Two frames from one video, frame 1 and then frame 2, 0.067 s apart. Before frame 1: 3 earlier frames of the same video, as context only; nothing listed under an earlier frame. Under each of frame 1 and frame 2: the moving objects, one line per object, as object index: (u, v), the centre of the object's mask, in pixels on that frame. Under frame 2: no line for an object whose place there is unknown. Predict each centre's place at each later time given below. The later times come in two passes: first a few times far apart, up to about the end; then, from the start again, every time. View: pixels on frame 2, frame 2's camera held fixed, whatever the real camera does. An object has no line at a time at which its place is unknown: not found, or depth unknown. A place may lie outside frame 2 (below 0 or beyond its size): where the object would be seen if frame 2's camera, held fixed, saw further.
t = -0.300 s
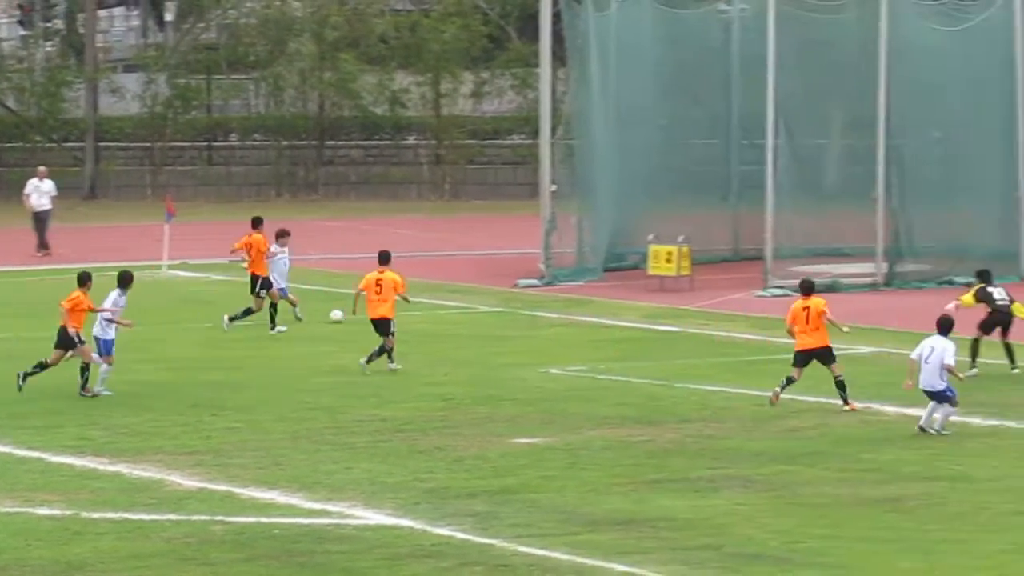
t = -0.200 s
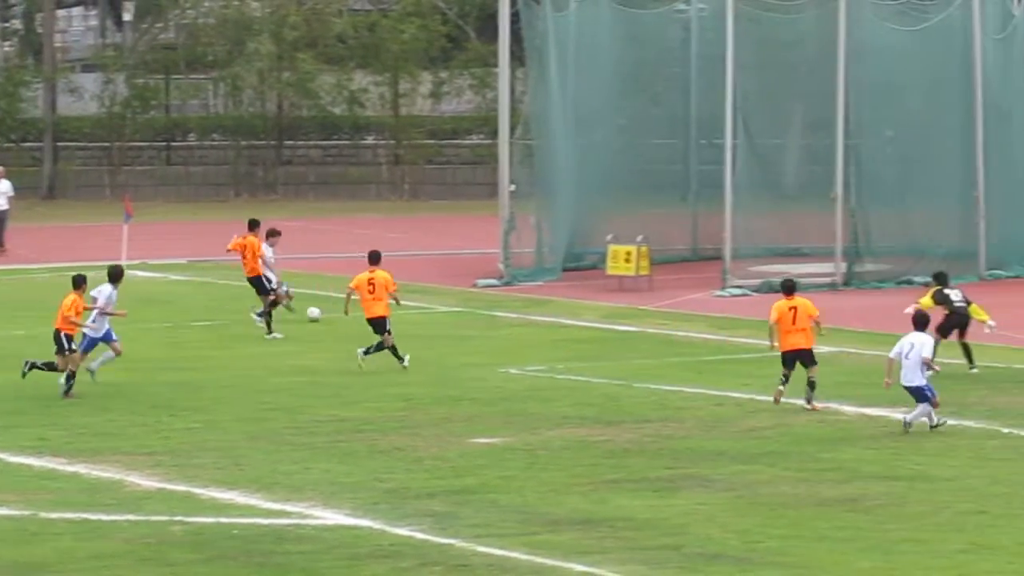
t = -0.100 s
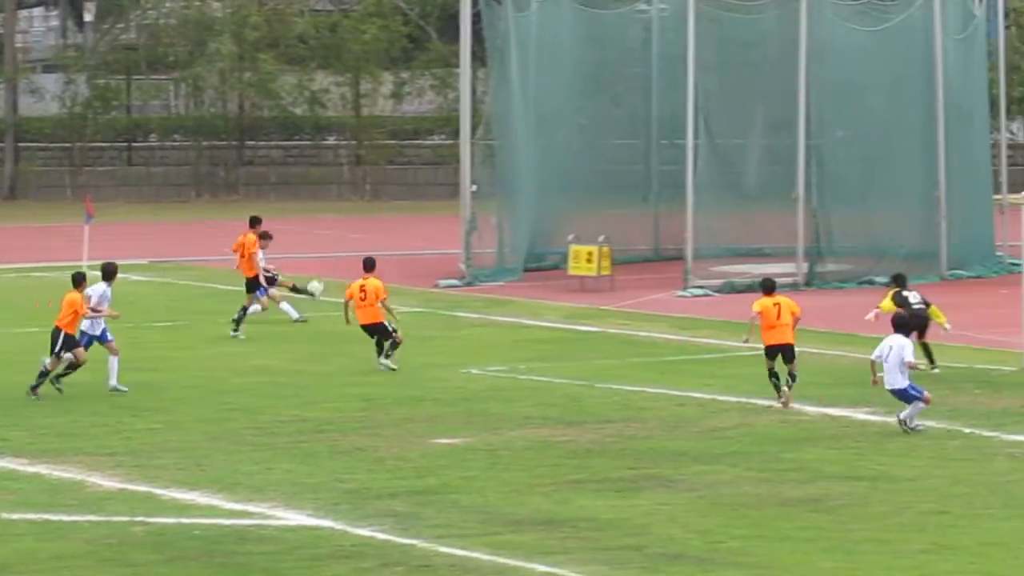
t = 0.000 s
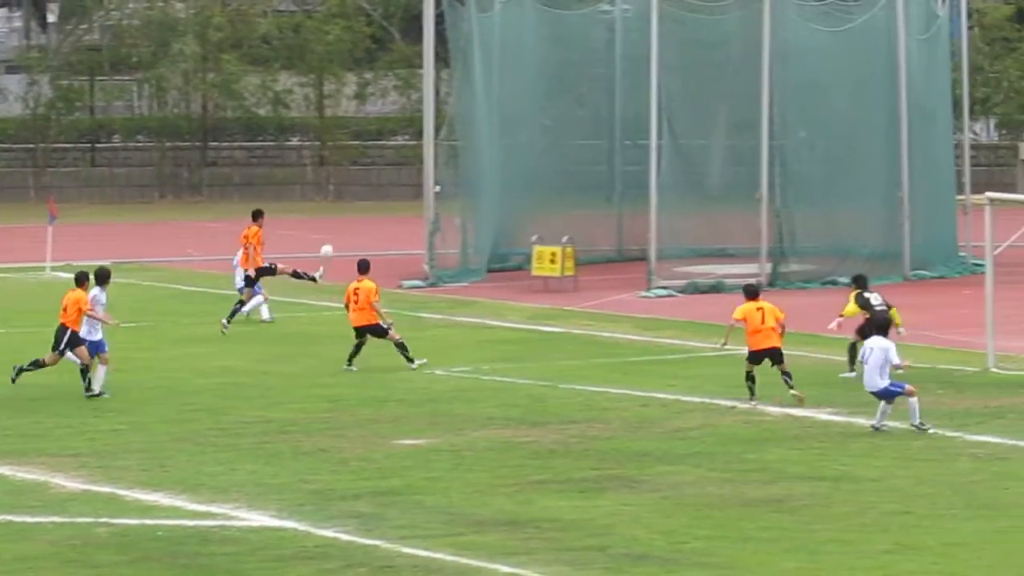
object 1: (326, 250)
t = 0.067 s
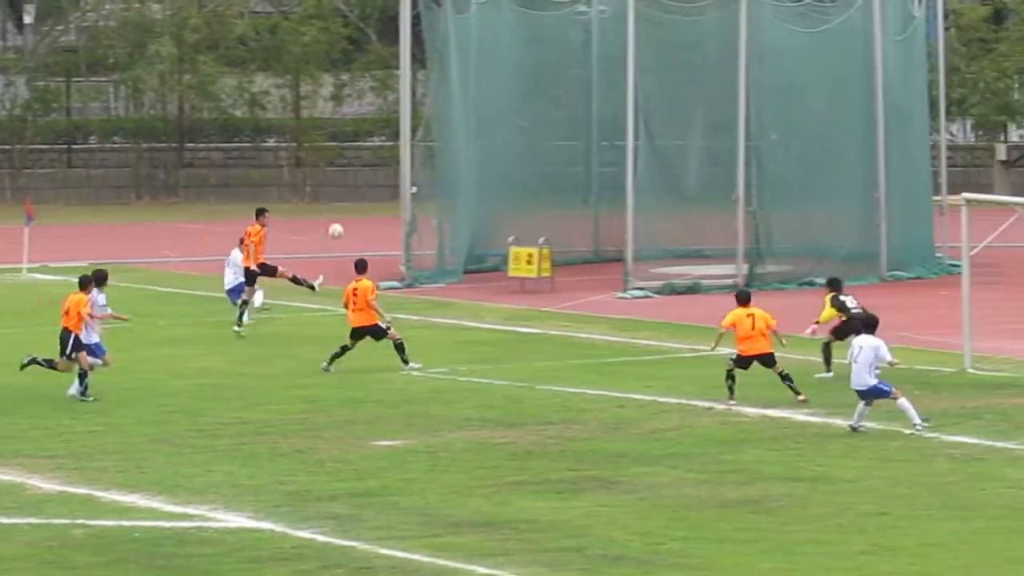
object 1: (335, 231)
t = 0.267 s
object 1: (426, 177)
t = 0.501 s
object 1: (528, 139)
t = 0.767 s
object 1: (643, 135)
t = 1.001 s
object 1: (742, 171)
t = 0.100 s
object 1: (351, 220)
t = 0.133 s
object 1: (366, 210)
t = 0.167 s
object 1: (381, 200)
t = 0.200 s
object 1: (396, 192)
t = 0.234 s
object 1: (411, 183)
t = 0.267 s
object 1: (426, 177)
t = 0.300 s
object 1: (440, 169)
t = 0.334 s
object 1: (455, 162)
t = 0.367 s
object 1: (470, 157)
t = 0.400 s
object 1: (484, 152)
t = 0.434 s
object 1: (499, 147)
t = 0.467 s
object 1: (514, 143)
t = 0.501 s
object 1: (528, 139)
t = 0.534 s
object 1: (542, 136)
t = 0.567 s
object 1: (556, 134)
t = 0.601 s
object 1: (571, 133)
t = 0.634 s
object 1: (585, 132)
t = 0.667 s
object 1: (600, 132)
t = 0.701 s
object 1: (614, 132)
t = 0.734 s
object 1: (628, 133)
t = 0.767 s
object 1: (643, 135)
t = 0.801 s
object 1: (657, 138)
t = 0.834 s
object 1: (671, 142)
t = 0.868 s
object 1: (685, 146)
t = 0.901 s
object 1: (699, 150)
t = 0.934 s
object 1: (714, 157)
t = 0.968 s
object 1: (728, 163)
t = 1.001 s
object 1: (742, 171)
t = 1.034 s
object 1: (756, 179)
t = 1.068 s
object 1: (770, 187)
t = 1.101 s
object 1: (784, 197)
